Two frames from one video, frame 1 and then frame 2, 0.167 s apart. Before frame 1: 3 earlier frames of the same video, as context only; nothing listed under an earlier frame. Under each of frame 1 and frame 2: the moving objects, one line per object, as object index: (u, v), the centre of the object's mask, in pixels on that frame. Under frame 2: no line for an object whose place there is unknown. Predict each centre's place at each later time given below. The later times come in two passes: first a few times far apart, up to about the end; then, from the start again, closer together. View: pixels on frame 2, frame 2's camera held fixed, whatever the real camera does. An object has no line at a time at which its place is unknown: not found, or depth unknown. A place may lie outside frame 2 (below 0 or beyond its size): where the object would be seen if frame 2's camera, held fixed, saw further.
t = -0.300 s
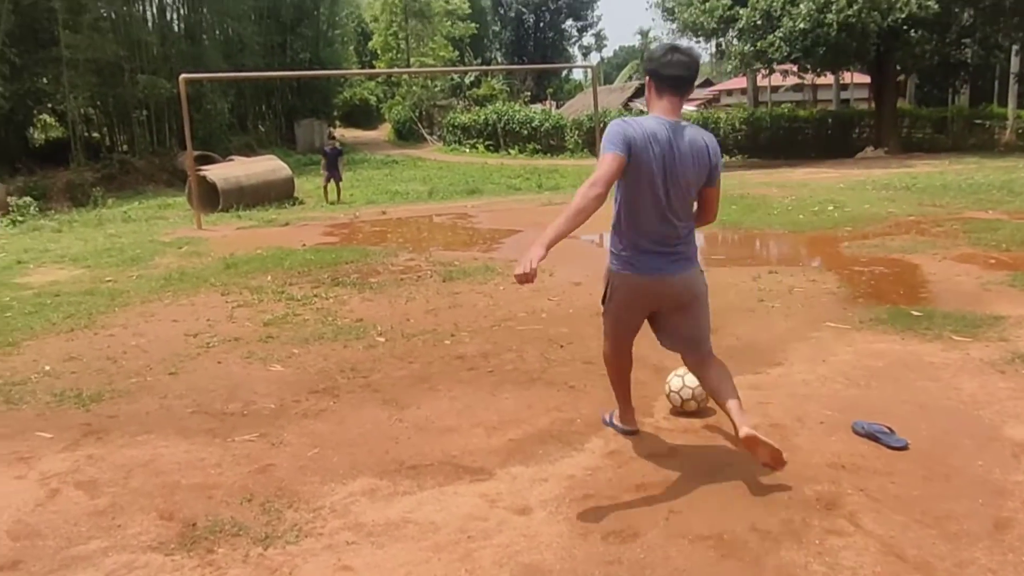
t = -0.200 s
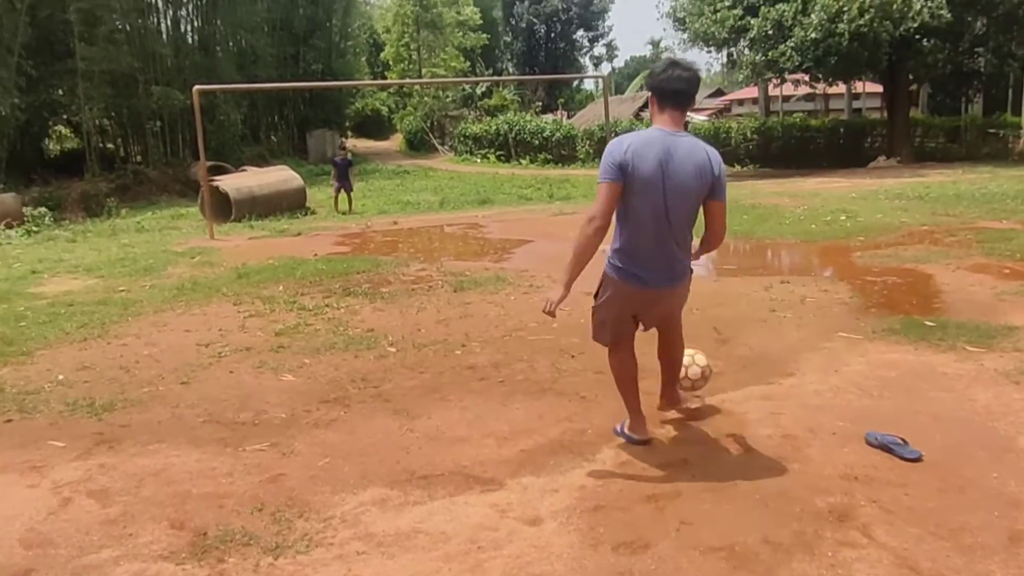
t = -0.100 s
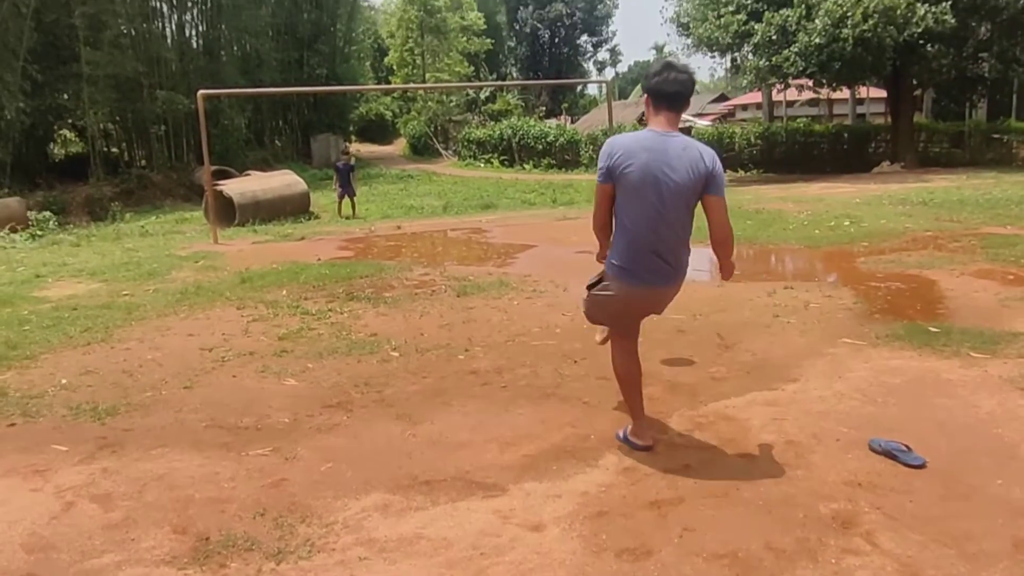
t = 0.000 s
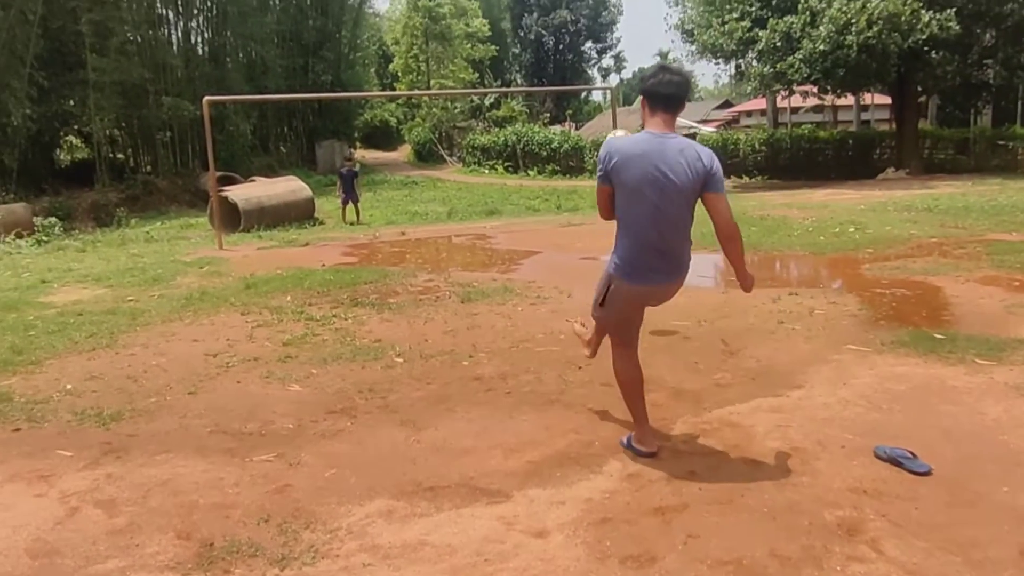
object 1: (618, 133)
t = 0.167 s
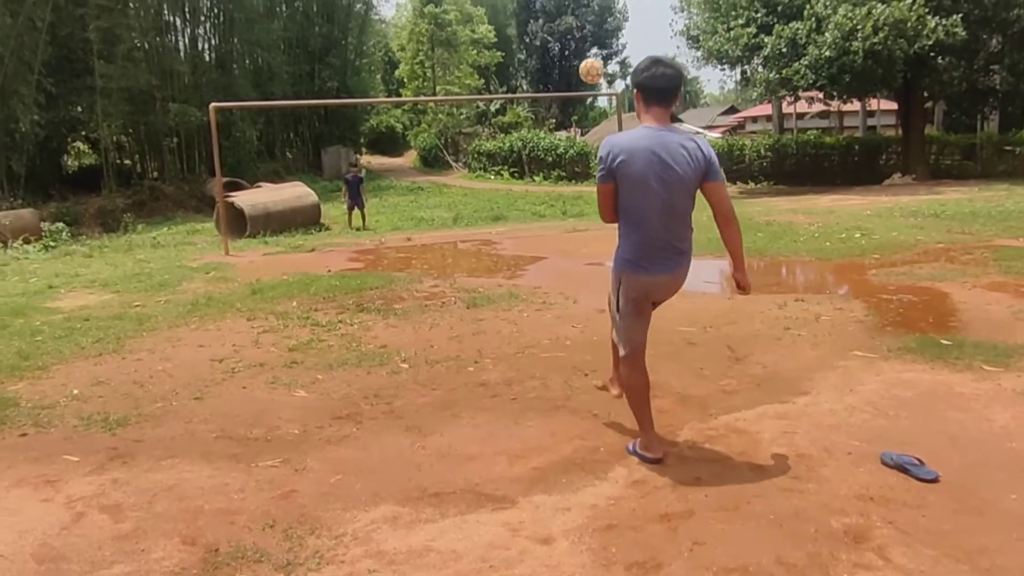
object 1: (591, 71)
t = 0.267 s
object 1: (577, 48)
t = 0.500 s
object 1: (557, 38)
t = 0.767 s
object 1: (544, 69)
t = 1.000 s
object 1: (537, 94)
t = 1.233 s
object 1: (532, 124)
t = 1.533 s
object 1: (529, 182)
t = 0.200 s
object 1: (586, 62)
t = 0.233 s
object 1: (582, 54)
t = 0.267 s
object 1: (577, 48)
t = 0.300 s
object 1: (574, 43)
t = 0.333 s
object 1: (570, 40)
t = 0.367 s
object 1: (567, 38)
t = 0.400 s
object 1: (564, 37)
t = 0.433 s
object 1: (562, 37)
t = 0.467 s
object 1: (559, 37)
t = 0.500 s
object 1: (557, 38)
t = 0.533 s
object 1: (555, 40)
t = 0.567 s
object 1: (553, 43)
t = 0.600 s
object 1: (551, 46)
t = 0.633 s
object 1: (549, 49)
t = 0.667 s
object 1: (548, 54)
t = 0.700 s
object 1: (546, 58)
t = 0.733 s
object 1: (545, 63)
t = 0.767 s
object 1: (544, 69)
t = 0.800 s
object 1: (543, 74)
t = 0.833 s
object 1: (542, 81)
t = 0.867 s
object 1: (540, 87)
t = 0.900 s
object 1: (540, 88)
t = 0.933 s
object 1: (538, 89)
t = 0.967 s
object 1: (537, 91)
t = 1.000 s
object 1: (537, 94)
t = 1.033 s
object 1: (536, 99)
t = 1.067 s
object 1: (535, 103)
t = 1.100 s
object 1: (534, 106)
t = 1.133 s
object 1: (534, 110)
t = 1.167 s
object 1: (533, 114)
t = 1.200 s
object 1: (532, 119)
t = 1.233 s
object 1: (532, 124)
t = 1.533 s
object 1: (529, 182)
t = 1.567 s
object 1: (529, 189)
